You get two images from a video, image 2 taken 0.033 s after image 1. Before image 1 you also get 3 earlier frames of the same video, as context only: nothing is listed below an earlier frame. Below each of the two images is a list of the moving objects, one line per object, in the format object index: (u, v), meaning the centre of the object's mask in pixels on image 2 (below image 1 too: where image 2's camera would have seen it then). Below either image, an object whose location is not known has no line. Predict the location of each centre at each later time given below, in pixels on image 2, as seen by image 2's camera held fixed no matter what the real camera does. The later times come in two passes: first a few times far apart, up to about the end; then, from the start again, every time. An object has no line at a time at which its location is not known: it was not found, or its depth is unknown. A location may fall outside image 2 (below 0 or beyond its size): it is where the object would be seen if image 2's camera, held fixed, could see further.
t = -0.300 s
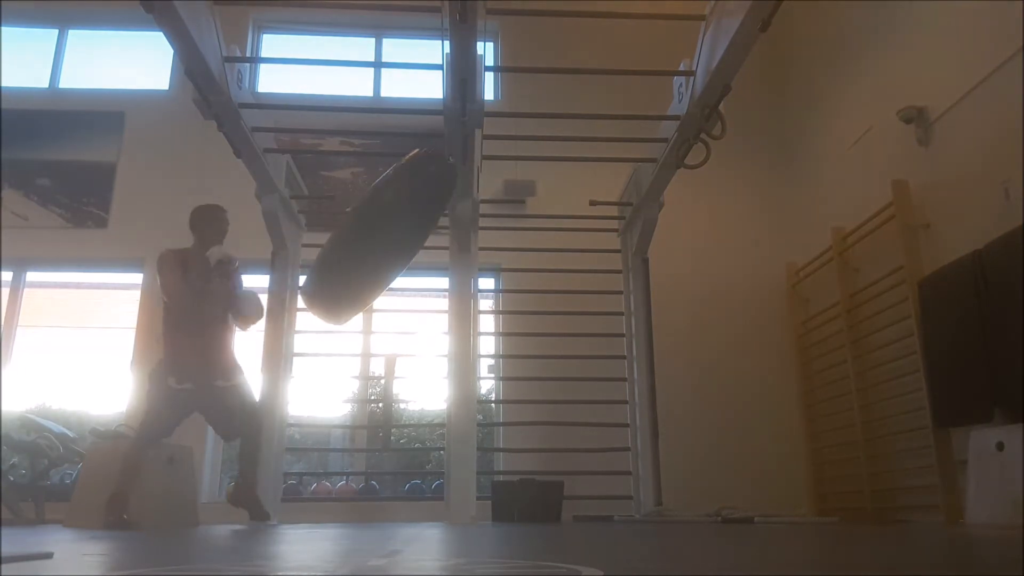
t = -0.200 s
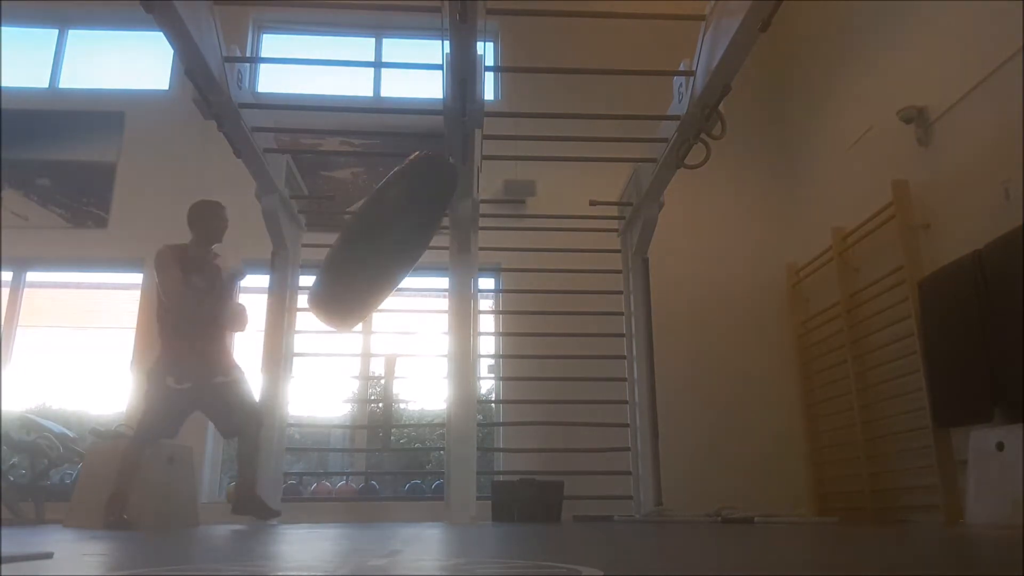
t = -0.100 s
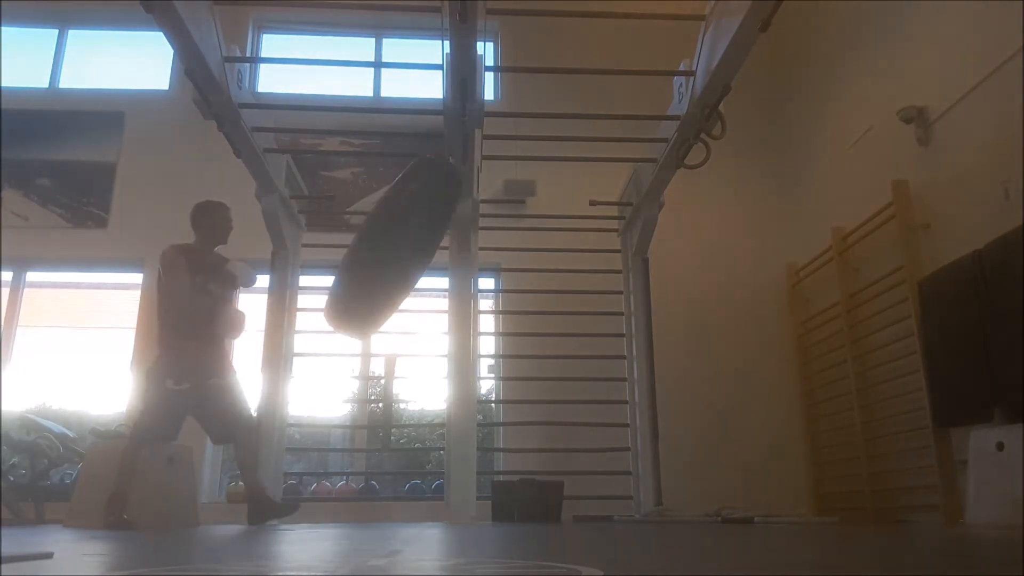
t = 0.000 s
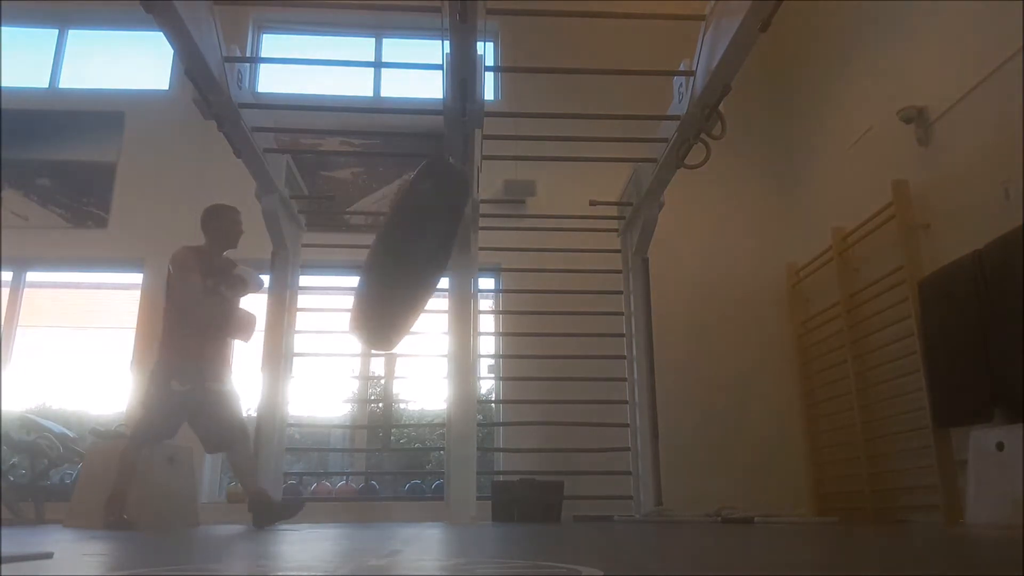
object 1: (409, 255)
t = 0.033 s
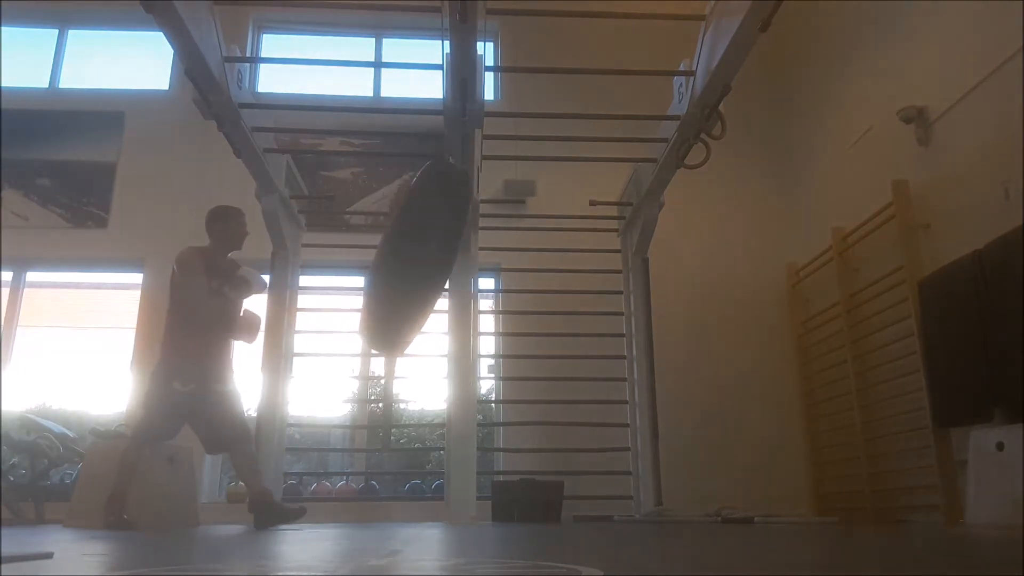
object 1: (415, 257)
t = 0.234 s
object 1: (460, 267)
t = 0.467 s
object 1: (510, 261)
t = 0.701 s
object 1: (537, 249)
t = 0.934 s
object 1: (533, 248)
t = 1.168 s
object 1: (497, 255)
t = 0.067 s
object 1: (423, 259)
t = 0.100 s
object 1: (430, 262)
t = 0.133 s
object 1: (437, 264)
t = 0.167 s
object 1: (444, 265)
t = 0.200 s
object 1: (452, 266)
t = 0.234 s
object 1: (460, 267)
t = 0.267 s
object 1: (468, 267)
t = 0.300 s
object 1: (476, 267)
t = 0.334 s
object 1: (483, 267)
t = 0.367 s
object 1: (489, 265)
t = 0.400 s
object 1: (496, 264)
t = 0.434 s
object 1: (503, 263)
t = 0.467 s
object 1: (510, 261)
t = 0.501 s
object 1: (516, 260)
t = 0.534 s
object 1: (521, 258)
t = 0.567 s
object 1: (525, 256)
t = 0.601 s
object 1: (529, 254)
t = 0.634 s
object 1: (532, 252)
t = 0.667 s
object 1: (534, 250)
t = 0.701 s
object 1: (537, 249)
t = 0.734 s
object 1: (538, 248)
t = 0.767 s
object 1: (539, 247)
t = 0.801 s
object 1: (539, 247)
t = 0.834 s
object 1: (539, 247)
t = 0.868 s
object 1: (538, 247)
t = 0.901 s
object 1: (536, 247)
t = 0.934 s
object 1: (533, 248)
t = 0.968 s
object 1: (531, 249)
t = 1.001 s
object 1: (527, 250)
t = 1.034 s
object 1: (523, 251)
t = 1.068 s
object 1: (518, 253)
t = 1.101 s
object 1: (512, 254)
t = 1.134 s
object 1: (505, 255)
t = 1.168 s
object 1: (497, 255)
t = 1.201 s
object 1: (490, 257)
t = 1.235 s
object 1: (483, 257)
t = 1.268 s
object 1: (475, 257)
